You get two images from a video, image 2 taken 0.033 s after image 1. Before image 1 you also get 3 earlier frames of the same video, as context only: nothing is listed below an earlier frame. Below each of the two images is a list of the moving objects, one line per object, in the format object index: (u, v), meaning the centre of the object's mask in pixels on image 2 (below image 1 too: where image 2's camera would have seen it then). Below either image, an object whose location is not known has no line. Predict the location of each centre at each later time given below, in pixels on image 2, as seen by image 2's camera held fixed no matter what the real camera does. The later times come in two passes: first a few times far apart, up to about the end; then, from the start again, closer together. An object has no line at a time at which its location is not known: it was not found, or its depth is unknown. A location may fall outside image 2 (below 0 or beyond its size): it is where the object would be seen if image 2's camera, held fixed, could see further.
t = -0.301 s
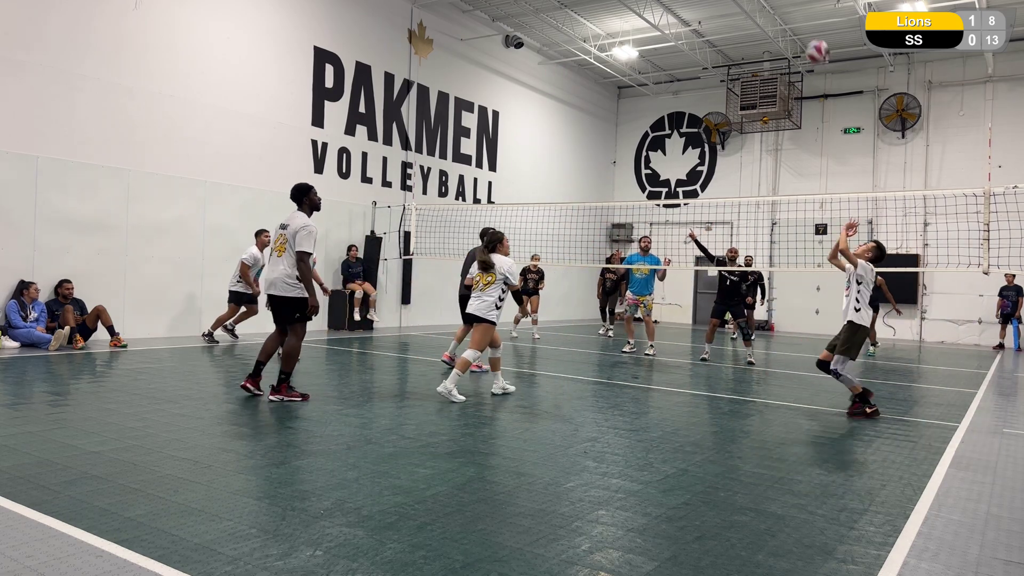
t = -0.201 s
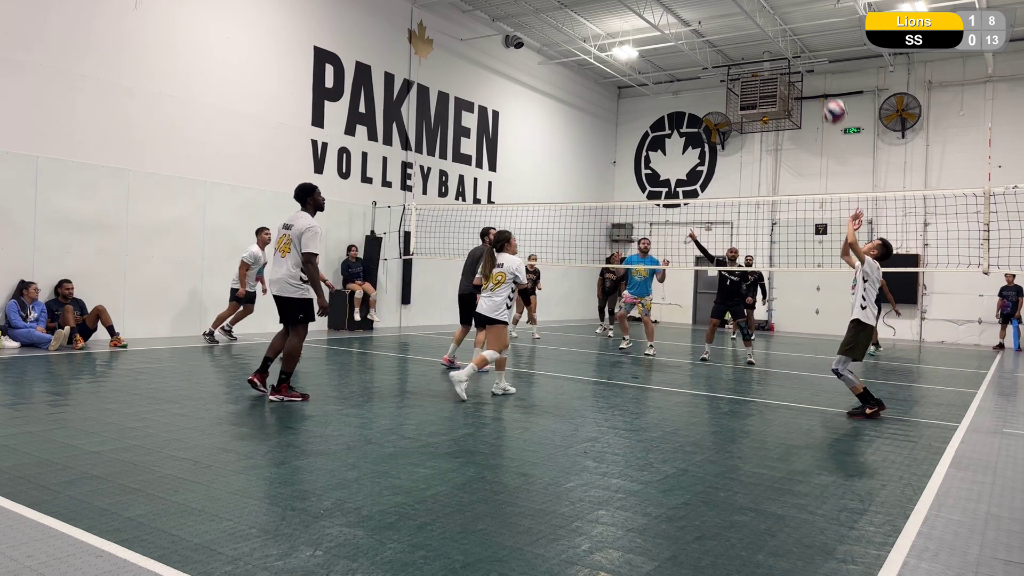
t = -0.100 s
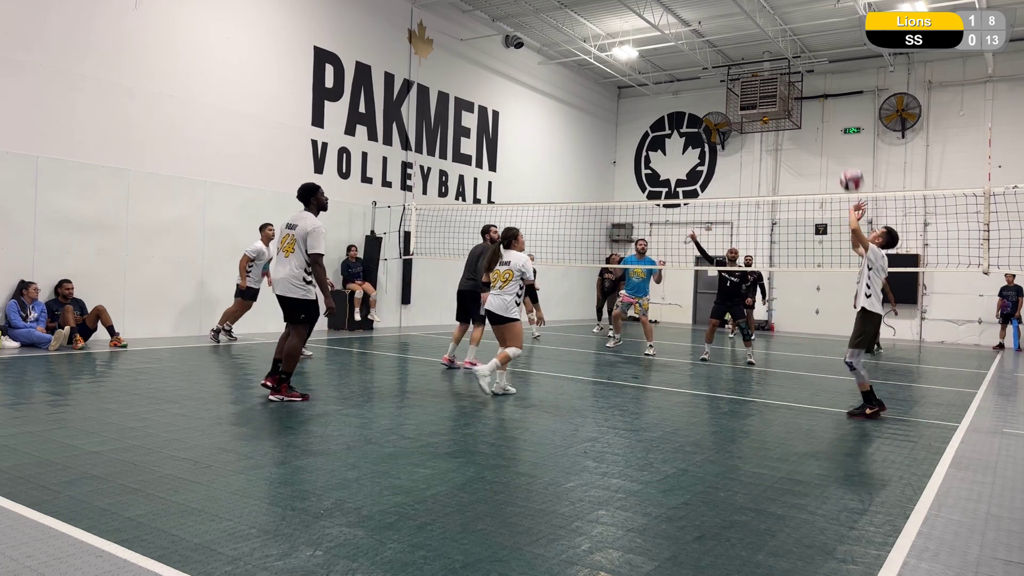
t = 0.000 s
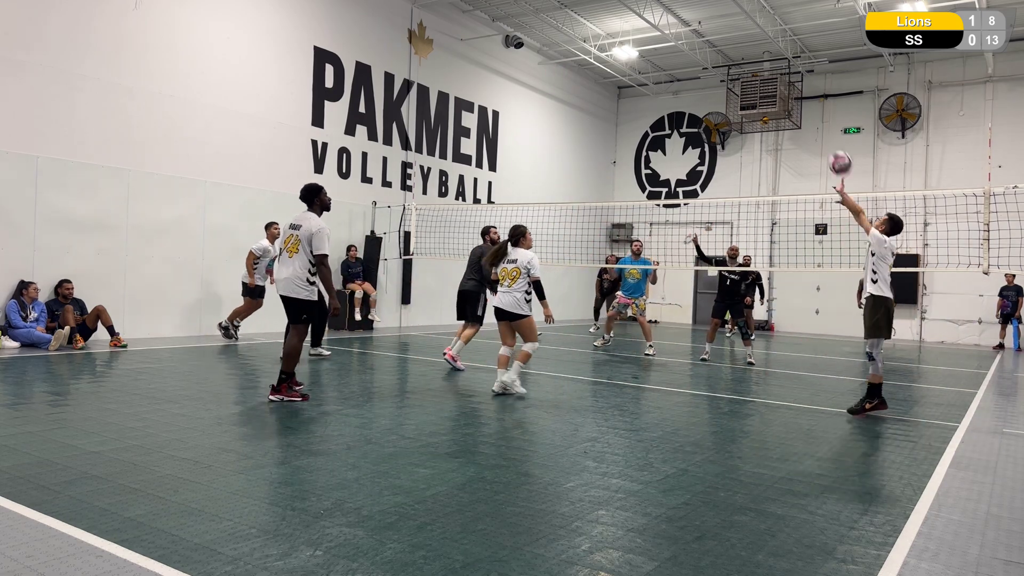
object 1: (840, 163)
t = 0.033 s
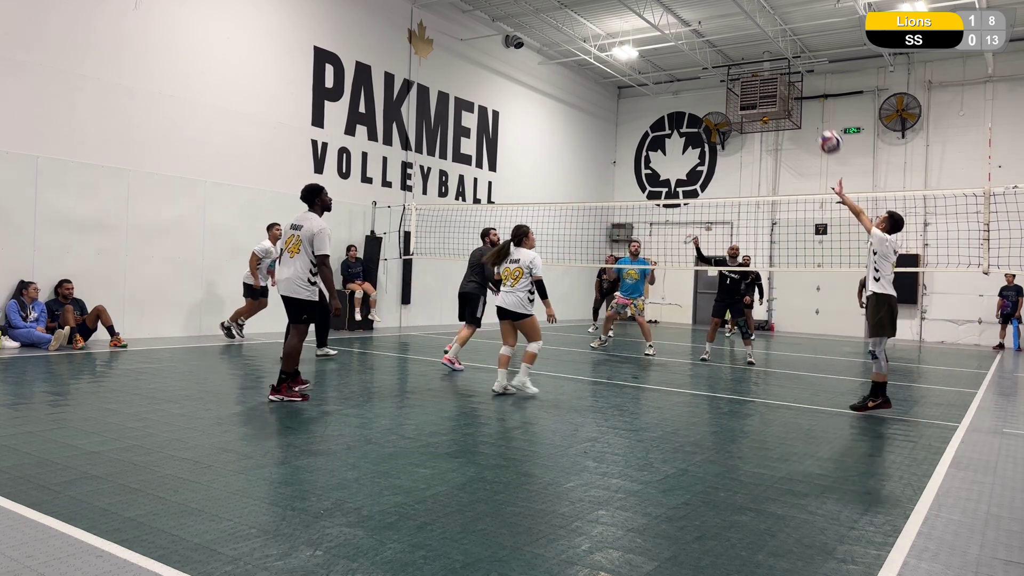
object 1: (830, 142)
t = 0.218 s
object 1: (779, 57)
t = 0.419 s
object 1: (732, 13)
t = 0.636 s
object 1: (687, 9)
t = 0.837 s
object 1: (649, 40)
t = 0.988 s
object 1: (624, 80)
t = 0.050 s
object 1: (825, 132)
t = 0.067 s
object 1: (820, 123)
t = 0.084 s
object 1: (815, 114)
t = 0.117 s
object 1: (806, 97)
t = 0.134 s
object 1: (801, 90)
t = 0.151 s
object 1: (796, 83)
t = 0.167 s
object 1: (792, 75)
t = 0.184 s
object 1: (788, 68)
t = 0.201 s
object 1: (783, 62)
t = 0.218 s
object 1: (779, 57)
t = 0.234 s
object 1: (775, 52)
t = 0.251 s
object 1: (771, 46)
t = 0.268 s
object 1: (766, 42)
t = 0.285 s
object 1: (762, 38)
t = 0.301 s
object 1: (759, 34)
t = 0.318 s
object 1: (755, 30)
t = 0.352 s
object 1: (747, 23)
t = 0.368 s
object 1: (743, 20)
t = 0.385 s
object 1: (740, 17)
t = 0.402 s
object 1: (736, 15)
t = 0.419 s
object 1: (732, 13)
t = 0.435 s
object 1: (728, 11)
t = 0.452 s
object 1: (725, 9)
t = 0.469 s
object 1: (721, 9)
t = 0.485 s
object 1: (718, 8)
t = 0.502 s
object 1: (714, 7)
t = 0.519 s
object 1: (711, 7)
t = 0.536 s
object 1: (707, 7)
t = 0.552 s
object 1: (704, 7)
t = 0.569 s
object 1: (700, 7)
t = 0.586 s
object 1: (697, 7)
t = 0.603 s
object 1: (693, 8)
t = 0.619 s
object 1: (690, 9)
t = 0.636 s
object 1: (687, 9)
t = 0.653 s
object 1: (683, 11)
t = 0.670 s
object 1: (681, 12)
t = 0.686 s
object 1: (677, 14)
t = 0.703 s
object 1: (674, 16)
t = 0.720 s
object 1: (671, 18)
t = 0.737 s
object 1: (667, 21)
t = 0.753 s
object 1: (664, 24)
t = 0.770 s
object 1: (661, 27)
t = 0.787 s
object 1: (658, 30)
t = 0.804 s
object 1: (655, 34)
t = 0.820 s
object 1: (652, 37)
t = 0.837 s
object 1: (649, 40)
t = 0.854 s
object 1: (646, 44)
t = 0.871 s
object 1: (644, 48)
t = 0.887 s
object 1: (641, 52)
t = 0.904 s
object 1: (637, 58)
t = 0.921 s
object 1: (634, 62)
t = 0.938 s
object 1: (632, 66)
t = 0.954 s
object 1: (628, 70)
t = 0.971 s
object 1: (626, 75)
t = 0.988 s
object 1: (624, 80)
